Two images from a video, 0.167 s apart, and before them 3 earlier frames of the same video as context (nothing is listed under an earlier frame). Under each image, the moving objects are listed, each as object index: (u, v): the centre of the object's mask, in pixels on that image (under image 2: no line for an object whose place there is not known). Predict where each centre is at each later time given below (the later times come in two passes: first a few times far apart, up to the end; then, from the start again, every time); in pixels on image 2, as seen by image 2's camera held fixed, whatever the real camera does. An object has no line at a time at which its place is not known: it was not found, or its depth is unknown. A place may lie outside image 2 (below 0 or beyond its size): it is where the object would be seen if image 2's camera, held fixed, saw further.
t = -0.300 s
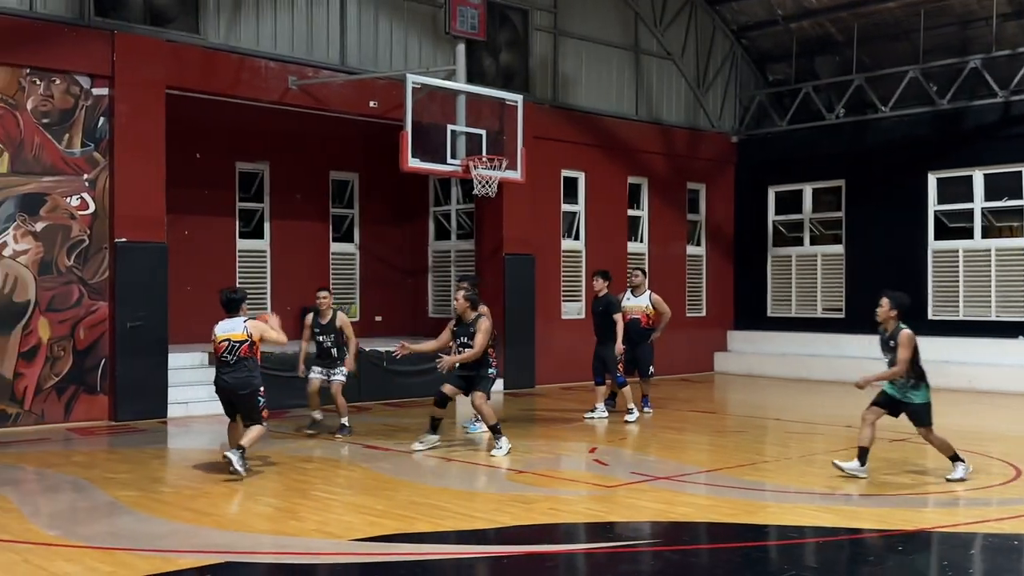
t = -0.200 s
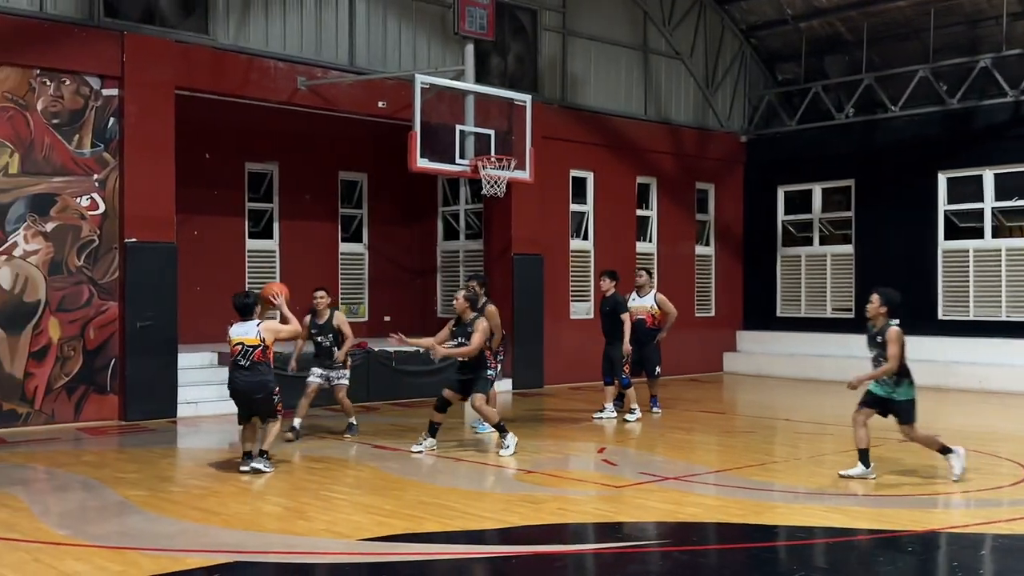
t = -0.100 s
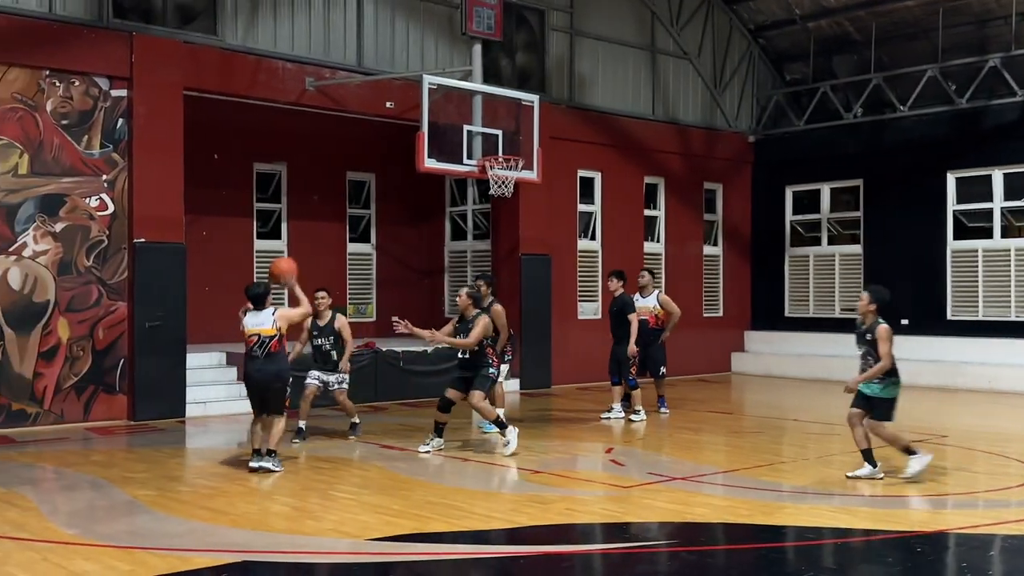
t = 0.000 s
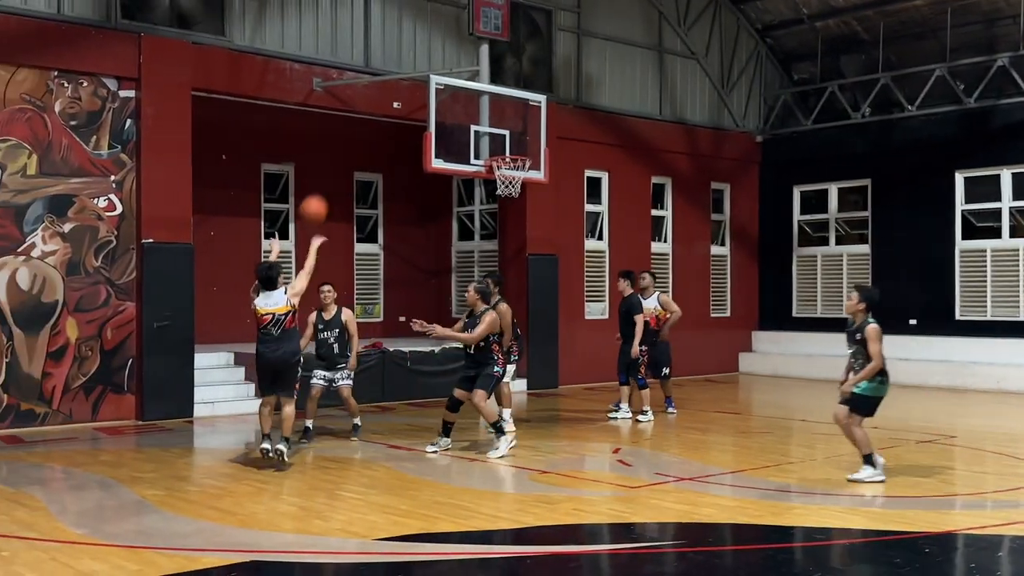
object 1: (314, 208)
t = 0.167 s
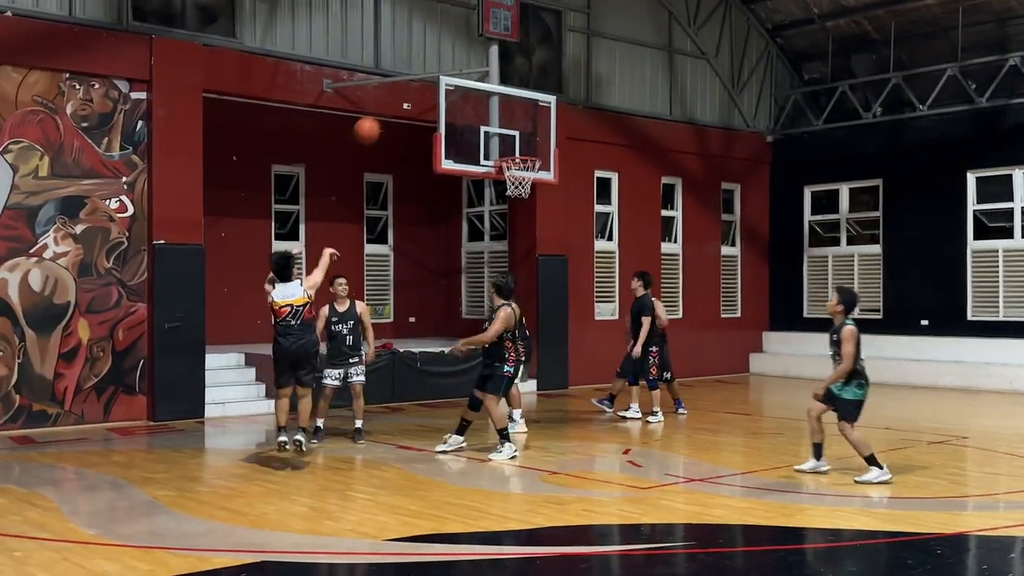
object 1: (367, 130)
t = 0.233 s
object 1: (383, 109)
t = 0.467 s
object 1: (430, 74)
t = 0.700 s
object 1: (472, 91)
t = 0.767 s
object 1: (480, 104)
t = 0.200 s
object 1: (375, 118)
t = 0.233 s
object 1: (383, 109)
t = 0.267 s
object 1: (391, 99)
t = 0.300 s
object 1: (398, 91)
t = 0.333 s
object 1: (405, 85)
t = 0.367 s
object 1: (412, 81)
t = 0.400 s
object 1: (419, 78)
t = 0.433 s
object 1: (425, 76)
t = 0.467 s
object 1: (430, 74)
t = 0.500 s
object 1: (437, 75)
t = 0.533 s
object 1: (443, 76)
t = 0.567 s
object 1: (448, 77)
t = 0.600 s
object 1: (454, 79)
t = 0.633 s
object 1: (460, 83)
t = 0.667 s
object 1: (465, 87)
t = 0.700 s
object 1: (472, 91)
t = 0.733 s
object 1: (476, 97)
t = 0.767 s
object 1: (480, 104)
